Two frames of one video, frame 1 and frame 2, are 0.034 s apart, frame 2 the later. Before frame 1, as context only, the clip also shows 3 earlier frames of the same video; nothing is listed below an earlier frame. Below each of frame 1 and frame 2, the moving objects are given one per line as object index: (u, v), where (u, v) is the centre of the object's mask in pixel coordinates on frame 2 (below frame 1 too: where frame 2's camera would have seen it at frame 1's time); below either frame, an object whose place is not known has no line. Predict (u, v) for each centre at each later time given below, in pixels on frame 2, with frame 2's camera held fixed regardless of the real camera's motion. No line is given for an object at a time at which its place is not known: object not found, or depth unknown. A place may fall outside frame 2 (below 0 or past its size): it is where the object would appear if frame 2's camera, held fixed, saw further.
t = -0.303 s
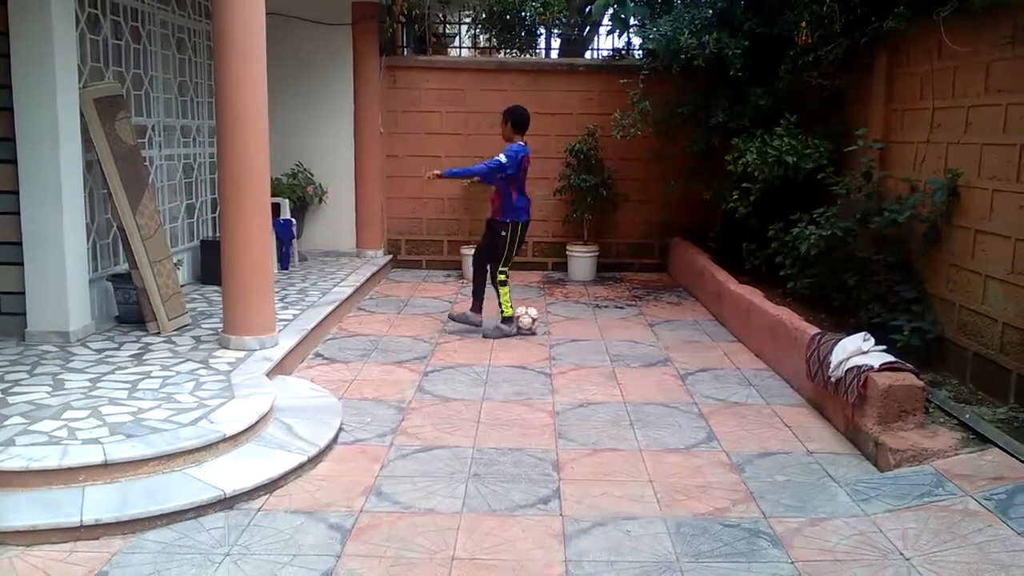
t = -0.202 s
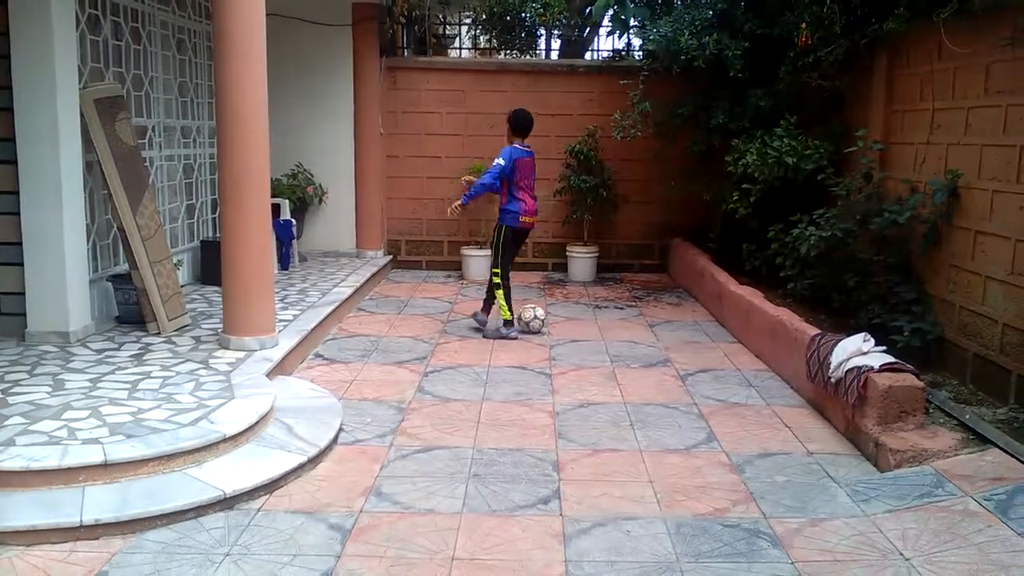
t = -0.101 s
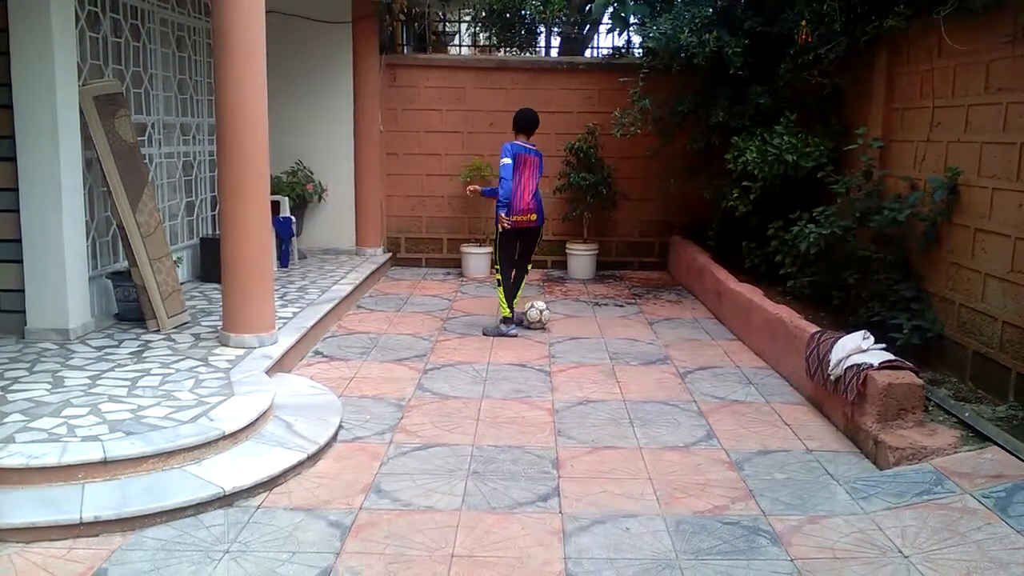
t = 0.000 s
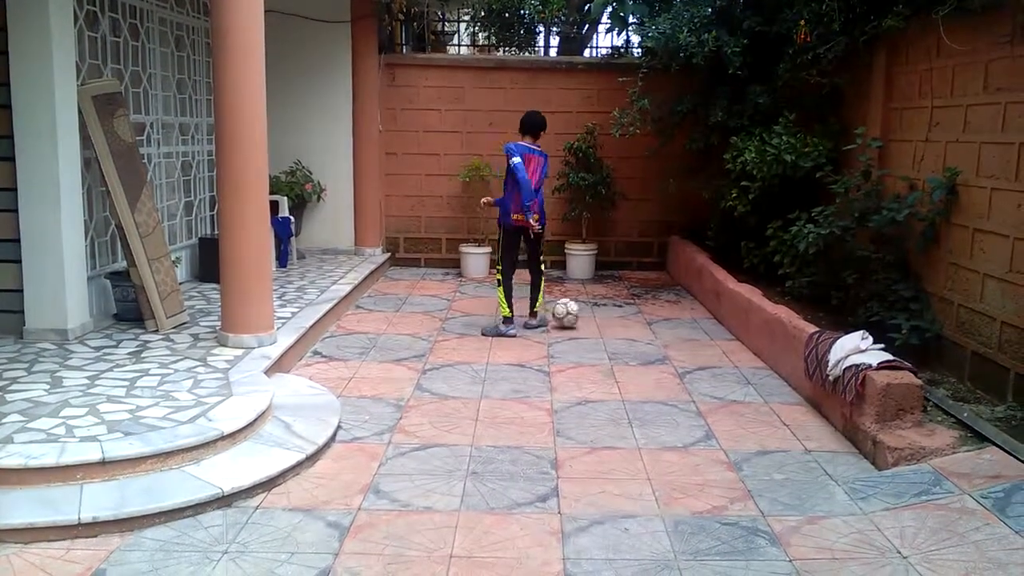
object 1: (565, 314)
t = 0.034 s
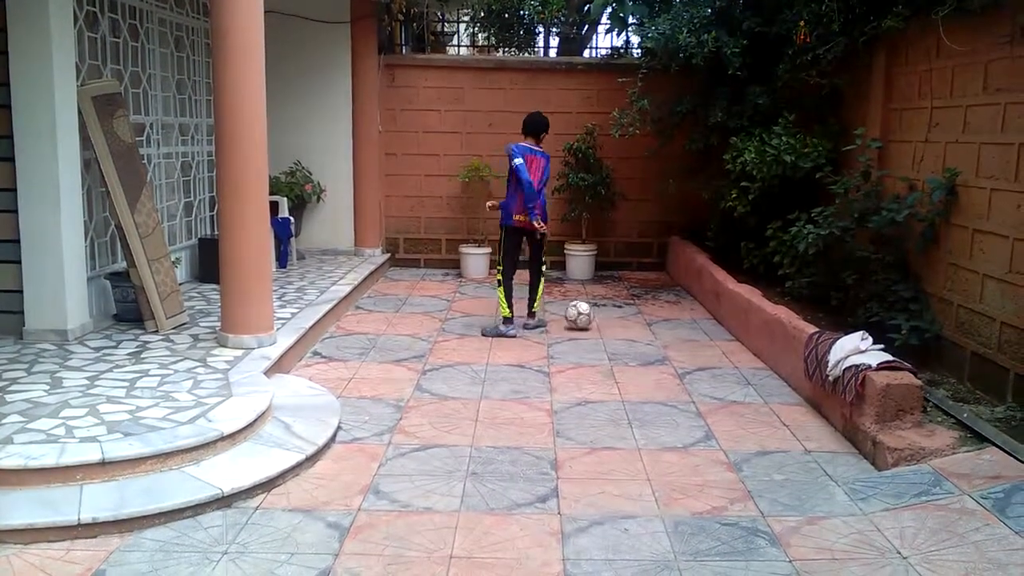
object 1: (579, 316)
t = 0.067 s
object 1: (591, 317)
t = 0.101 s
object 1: (600, 316)
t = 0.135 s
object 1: (609, 316)
